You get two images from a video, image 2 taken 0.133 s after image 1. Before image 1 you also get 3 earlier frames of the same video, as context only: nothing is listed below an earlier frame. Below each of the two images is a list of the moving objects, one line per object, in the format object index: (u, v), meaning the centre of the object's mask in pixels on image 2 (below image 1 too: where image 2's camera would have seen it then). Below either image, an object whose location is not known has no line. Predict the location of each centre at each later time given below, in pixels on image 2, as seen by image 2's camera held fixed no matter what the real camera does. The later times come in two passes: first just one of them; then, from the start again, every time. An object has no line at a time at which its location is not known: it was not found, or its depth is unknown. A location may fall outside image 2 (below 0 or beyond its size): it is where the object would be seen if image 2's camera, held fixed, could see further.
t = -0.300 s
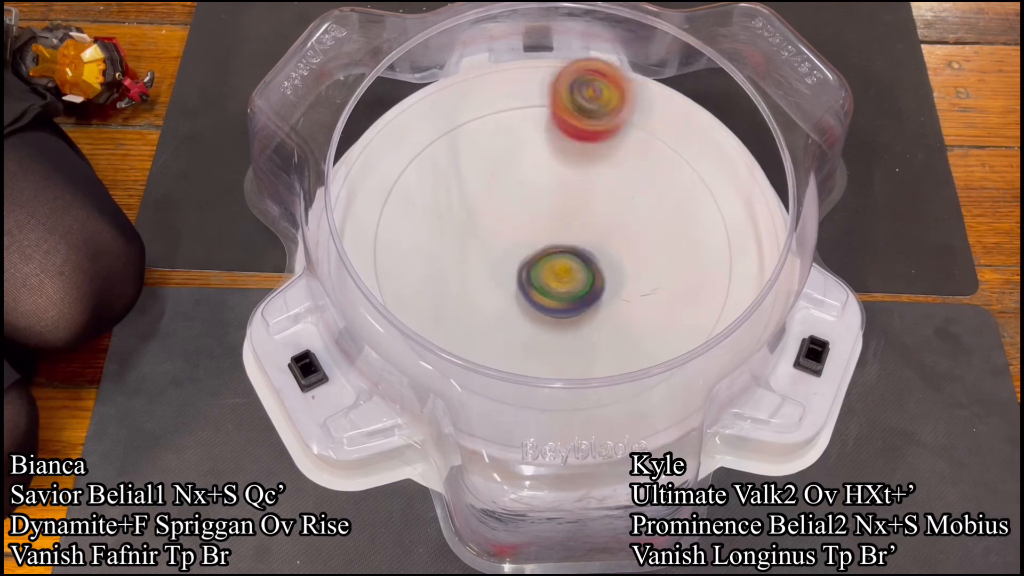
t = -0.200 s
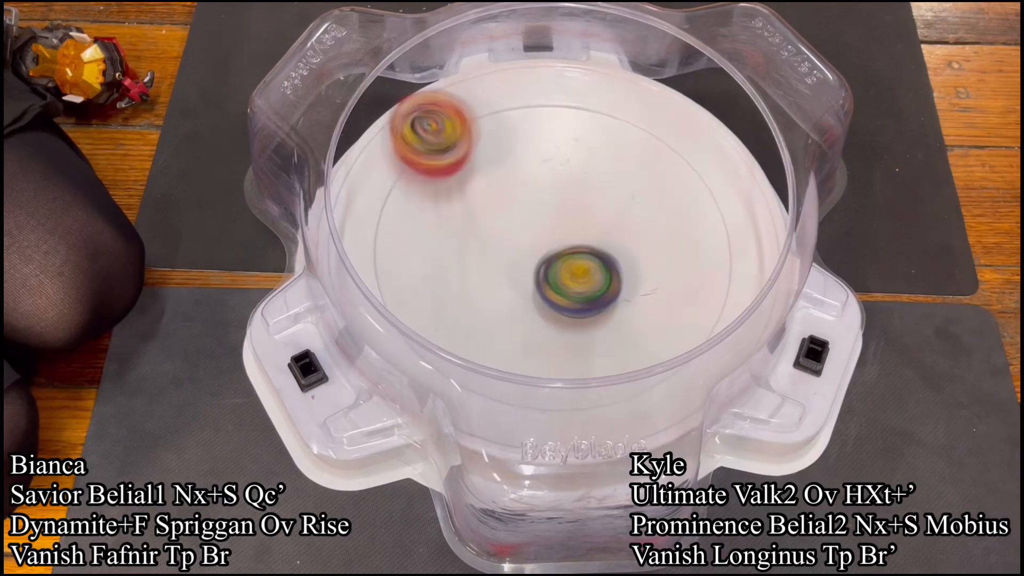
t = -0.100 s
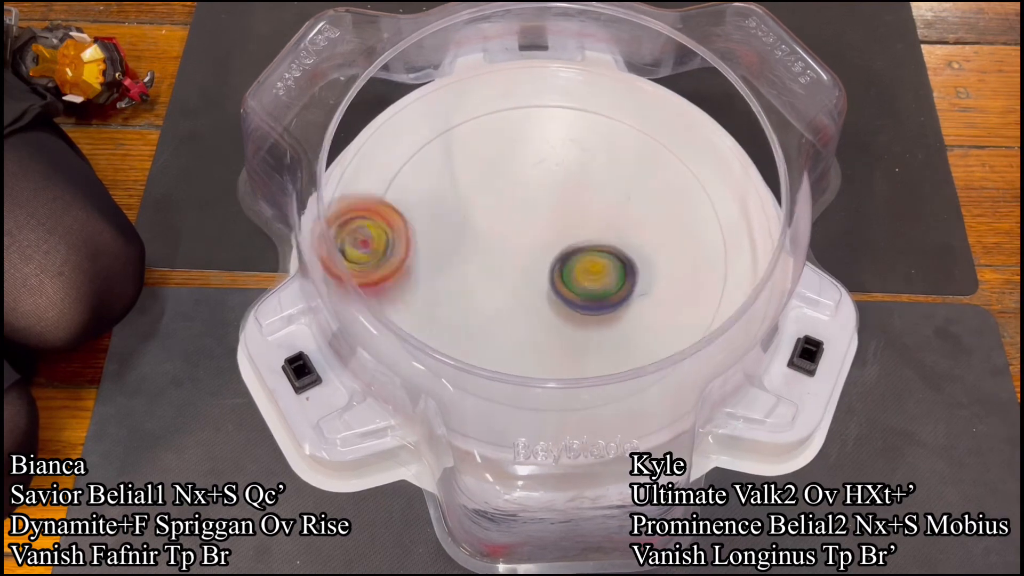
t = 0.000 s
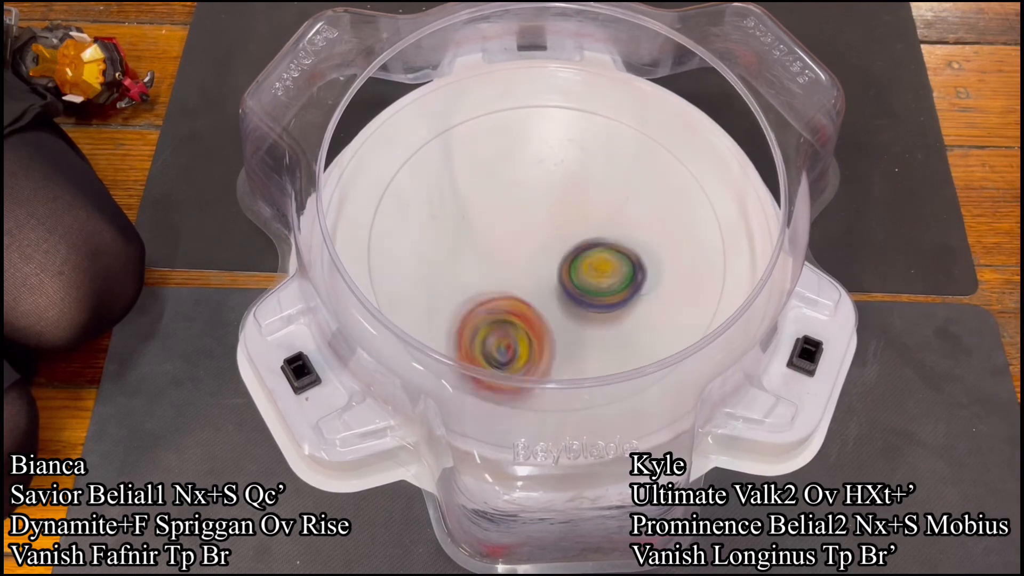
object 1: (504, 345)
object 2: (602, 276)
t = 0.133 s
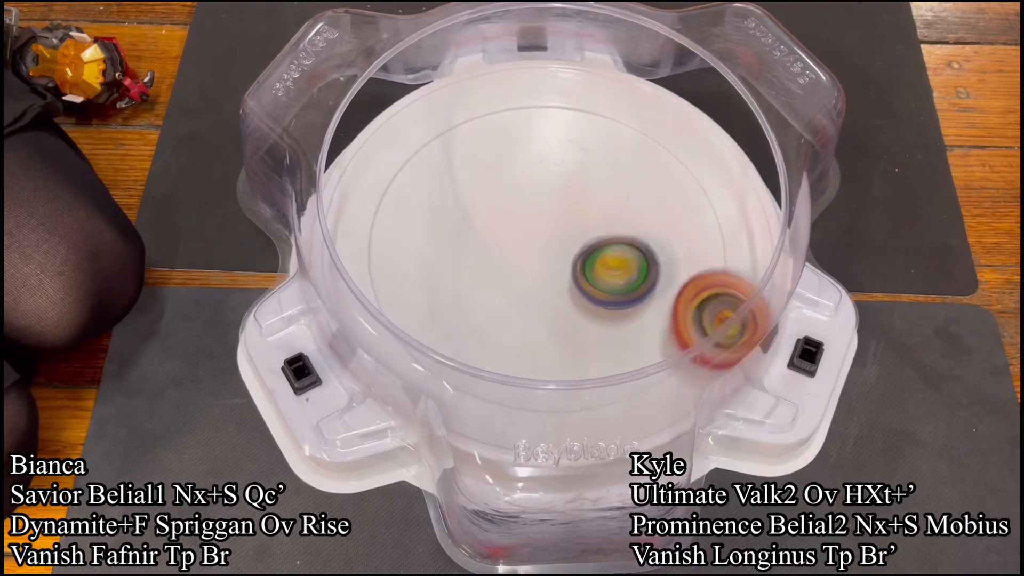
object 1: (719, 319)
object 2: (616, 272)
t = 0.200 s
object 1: (743, 244)
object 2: (621, 271)
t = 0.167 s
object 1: (741, 293)
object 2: (619, 271)
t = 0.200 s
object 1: (743, 244)
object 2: (621, 271)
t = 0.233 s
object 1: (742, 199)
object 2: (624, 270)
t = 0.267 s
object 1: (737, 157)
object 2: (625, 269)
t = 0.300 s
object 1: (726, 115)
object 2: (627, 268)
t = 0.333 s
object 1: (706, 80)
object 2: (627, 267)
